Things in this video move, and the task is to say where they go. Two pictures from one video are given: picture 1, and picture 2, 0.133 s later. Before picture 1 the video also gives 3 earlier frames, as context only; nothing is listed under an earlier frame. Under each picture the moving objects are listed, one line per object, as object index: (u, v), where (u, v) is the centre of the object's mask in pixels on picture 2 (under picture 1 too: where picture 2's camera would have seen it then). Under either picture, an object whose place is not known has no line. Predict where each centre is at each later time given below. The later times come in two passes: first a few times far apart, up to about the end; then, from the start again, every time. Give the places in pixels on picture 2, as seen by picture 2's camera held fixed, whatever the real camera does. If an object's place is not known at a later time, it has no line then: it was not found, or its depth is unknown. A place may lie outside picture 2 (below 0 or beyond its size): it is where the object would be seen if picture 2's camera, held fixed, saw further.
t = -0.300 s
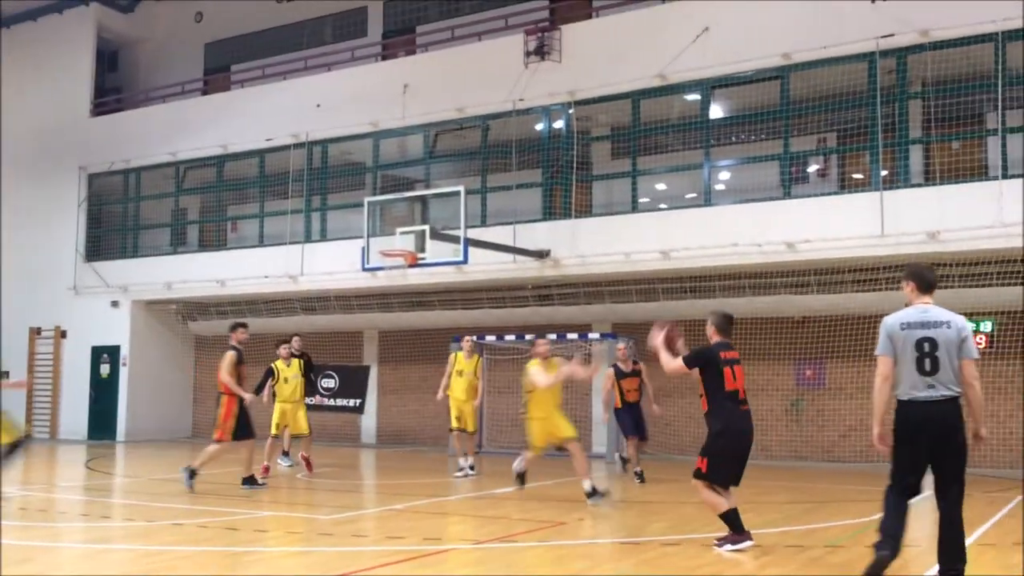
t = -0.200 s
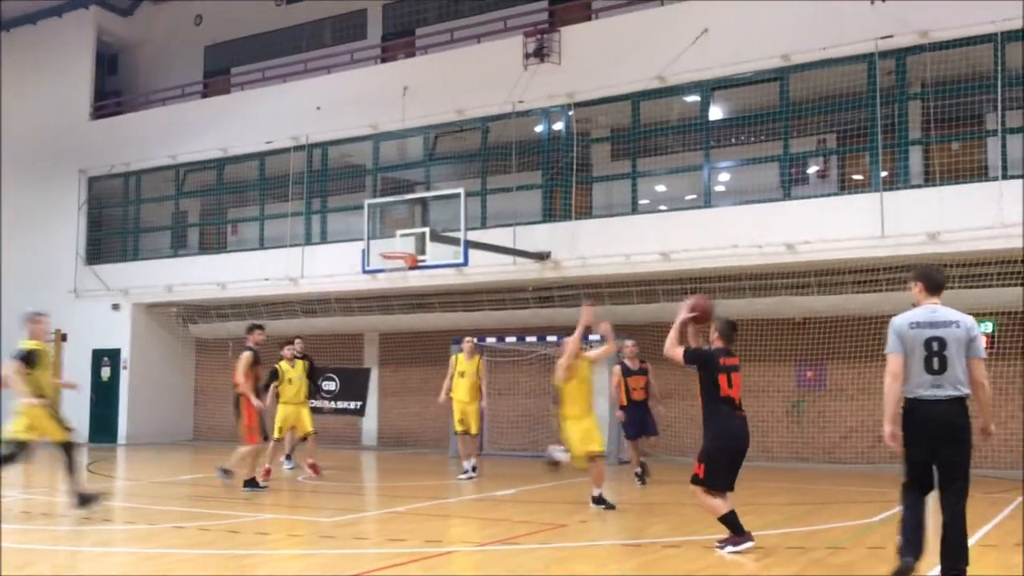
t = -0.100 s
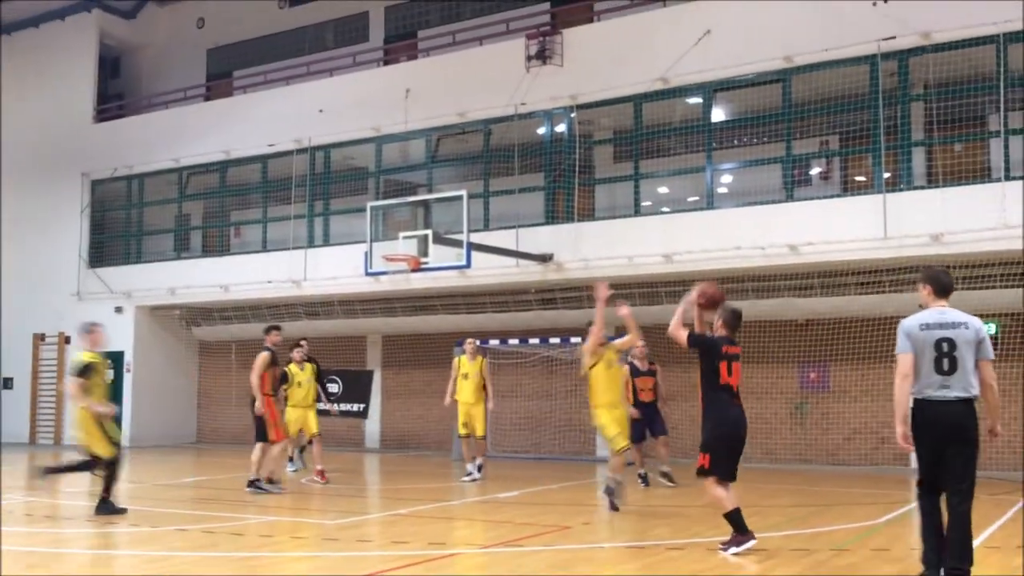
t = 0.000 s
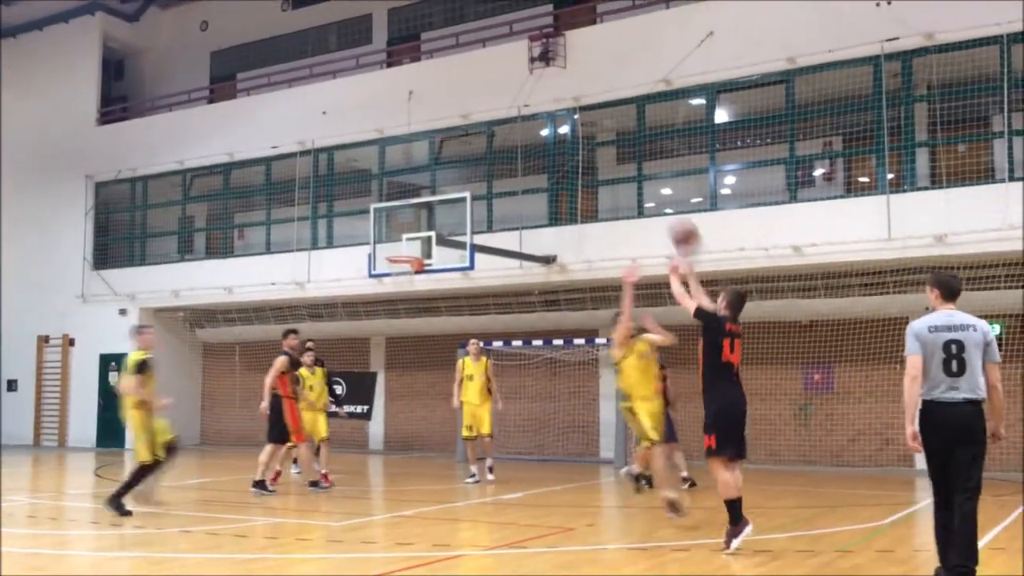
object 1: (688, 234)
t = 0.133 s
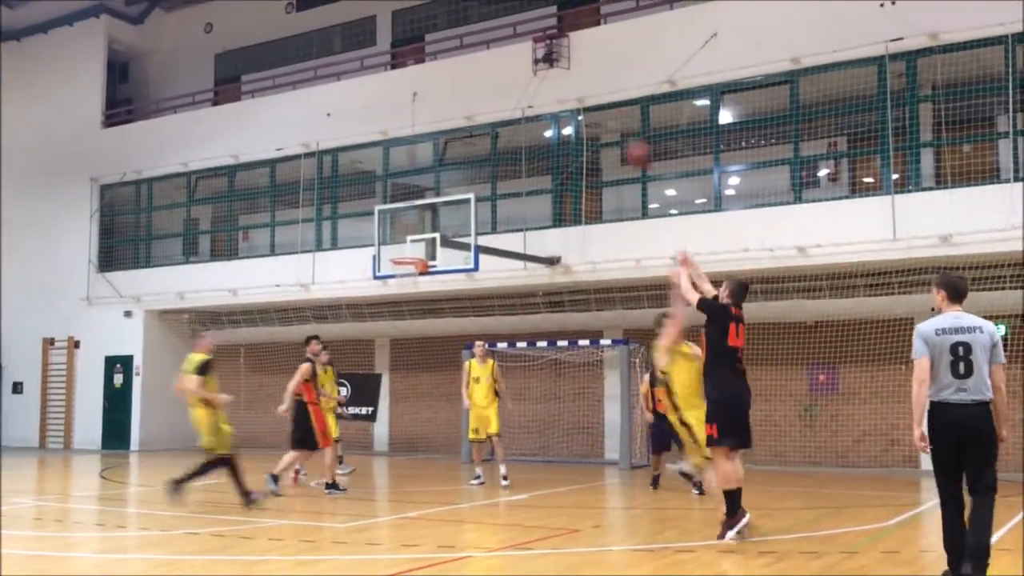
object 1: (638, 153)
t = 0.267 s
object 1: (597, 101)
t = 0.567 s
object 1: (520, 63)
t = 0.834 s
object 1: (468, 94)
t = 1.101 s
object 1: (428, 172)
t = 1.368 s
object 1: (402, 263)
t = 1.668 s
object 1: (423, 274)
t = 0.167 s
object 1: (627, 139)
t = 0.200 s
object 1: (616, 123)
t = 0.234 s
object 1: (606, 112)
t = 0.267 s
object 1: (597, 101)
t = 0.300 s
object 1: (586, 92)
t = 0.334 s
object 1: (577, 84)
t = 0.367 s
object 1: (568, 77)
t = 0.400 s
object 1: (559, 72)
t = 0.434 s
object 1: (550, 65)
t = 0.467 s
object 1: (544, 63)
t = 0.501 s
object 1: (538, 62)
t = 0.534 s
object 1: (528, 63)
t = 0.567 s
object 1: (520, 63)
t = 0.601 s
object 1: (513, 64)
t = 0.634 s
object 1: (506, 66)
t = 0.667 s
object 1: (499, 69)
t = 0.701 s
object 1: (493, 72)
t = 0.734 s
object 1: (486, 77)
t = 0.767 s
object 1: (480, 82)
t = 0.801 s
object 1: (474, 88)
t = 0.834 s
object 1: (468, 94)
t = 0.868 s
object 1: (463, 102)
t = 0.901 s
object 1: (458, 110)
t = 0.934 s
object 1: (452, 118)
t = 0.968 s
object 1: (447, 127)
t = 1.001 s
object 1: (440, 136)
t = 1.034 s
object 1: (437, 149)
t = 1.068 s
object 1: (432, 161)
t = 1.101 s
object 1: (428, 172)
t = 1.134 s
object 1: (423, 182)
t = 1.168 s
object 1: (418, 193)
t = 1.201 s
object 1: (413, 208)
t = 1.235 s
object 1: (409, 224)
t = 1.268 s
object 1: (405, 235)
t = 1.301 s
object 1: (400, 250)
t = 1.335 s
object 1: (400, 258)
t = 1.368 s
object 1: (402, 263)
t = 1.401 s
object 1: (409, 268)
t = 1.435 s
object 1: (414, 271)
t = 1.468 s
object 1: (420, 271)
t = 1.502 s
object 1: (422, 272)
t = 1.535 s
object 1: (423, 273)
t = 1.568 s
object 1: (424, 273)
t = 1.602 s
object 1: (424, 274)
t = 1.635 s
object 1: (424, 273)
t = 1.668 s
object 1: (423, 274)
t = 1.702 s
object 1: (424, 278)
